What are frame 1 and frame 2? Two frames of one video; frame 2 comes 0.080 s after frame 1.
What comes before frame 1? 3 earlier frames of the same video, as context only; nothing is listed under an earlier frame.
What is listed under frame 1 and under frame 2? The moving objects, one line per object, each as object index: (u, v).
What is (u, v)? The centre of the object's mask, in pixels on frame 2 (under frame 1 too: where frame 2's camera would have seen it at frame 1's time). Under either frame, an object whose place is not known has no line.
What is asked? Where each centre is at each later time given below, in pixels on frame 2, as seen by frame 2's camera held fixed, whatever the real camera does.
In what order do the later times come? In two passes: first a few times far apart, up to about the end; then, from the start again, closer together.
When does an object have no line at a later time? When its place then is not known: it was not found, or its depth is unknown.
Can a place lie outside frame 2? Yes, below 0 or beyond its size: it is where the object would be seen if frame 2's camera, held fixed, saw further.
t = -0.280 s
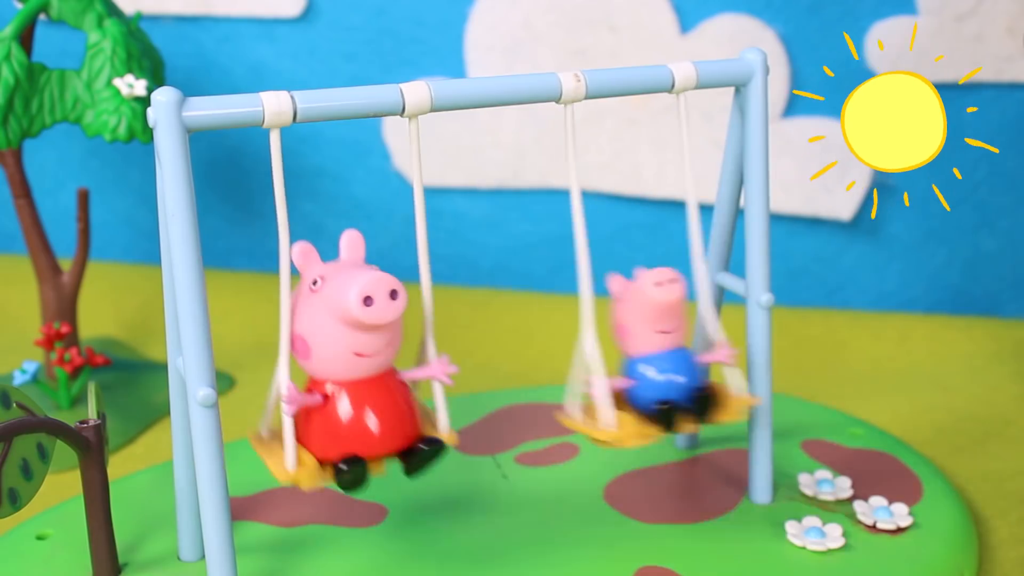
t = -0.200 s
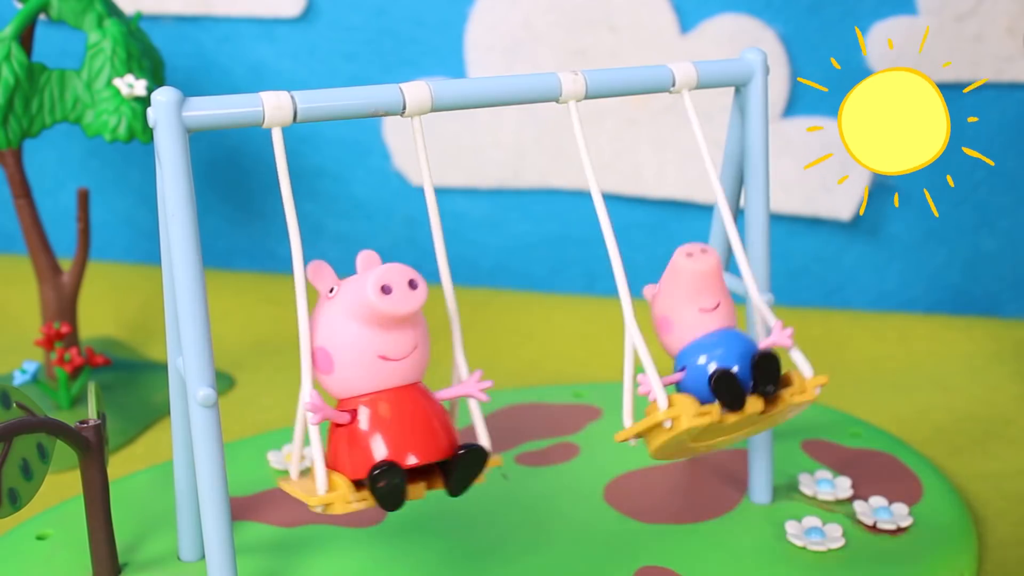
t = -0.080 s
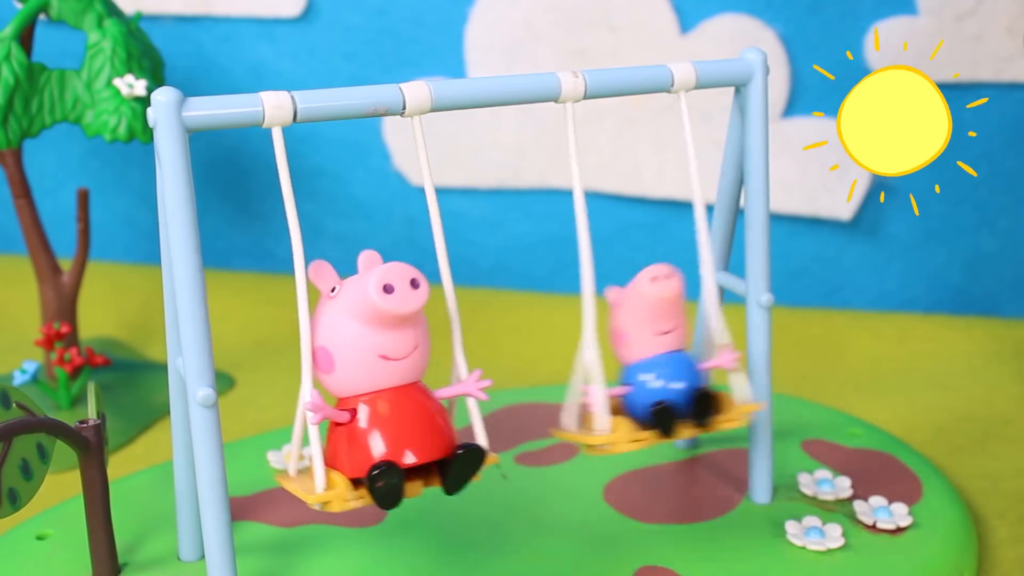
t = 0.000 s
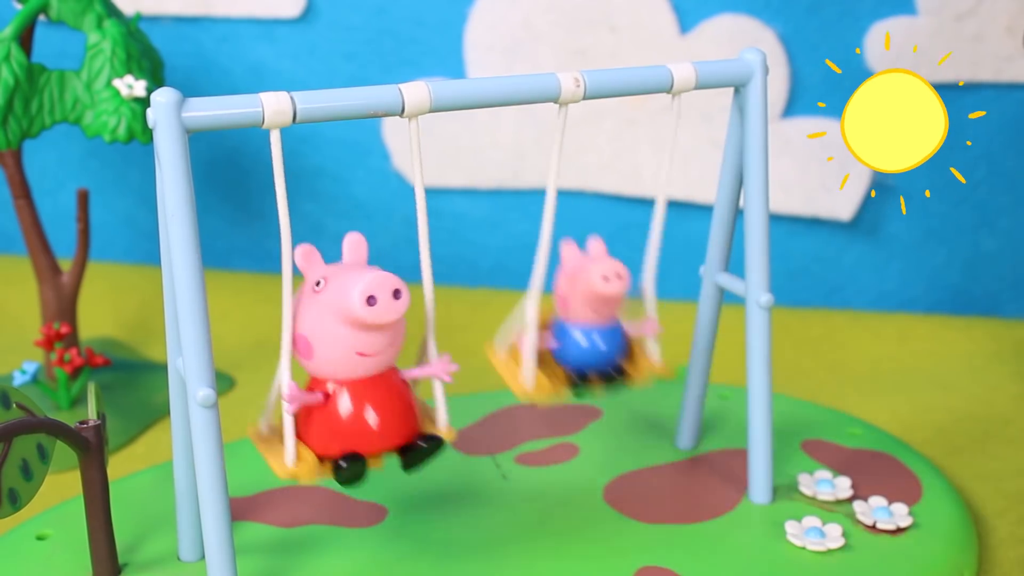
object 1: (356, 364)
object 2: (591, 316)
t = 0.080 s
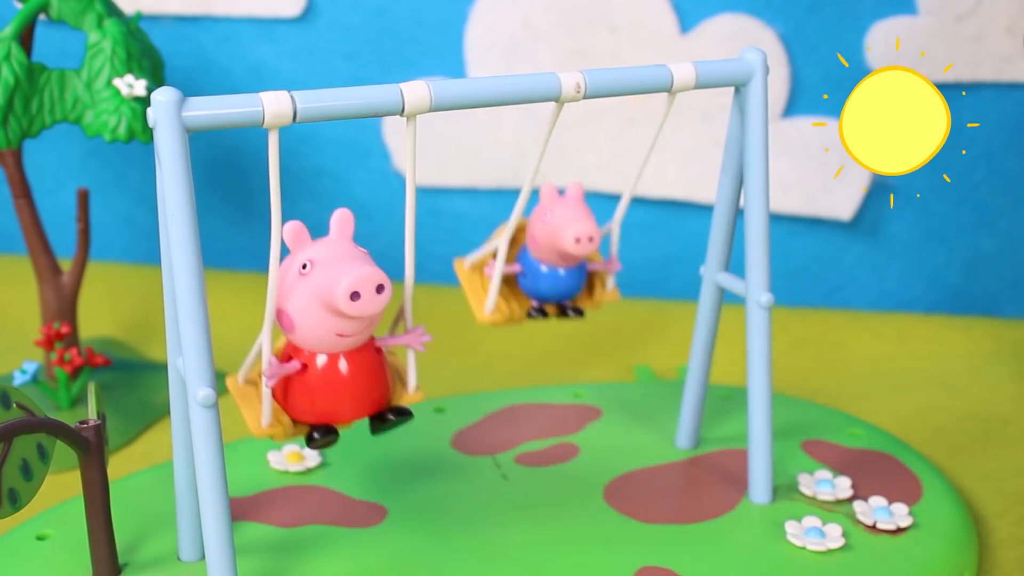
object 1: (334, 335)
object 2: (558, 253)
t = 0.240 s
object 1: (356, 367)
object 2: (617, 341)
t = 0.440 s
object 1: (381, 381)
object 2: (693, 347)
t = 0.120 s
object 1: (331, 331)
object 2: (556, 250)
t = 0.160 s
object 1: (334, 336)
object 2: (565, 269)
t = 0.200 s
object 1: (343, 351)
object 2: (585, 307)
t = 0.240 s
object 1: (356, 367)
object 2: (617, 341)
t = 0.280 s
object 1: (369, 378)
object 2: (657, 354)
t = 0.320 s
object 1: (381, 382)
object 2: (689, 346)
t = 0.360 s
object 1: (387, 383)
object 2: (709, 335)
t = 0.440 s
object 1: (381, 381)
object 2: (693, 347)
